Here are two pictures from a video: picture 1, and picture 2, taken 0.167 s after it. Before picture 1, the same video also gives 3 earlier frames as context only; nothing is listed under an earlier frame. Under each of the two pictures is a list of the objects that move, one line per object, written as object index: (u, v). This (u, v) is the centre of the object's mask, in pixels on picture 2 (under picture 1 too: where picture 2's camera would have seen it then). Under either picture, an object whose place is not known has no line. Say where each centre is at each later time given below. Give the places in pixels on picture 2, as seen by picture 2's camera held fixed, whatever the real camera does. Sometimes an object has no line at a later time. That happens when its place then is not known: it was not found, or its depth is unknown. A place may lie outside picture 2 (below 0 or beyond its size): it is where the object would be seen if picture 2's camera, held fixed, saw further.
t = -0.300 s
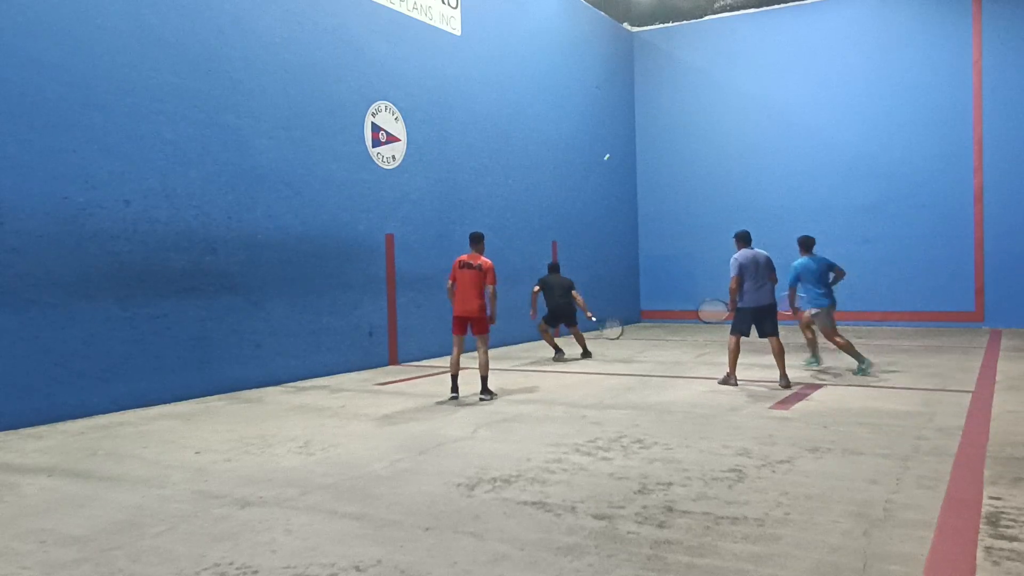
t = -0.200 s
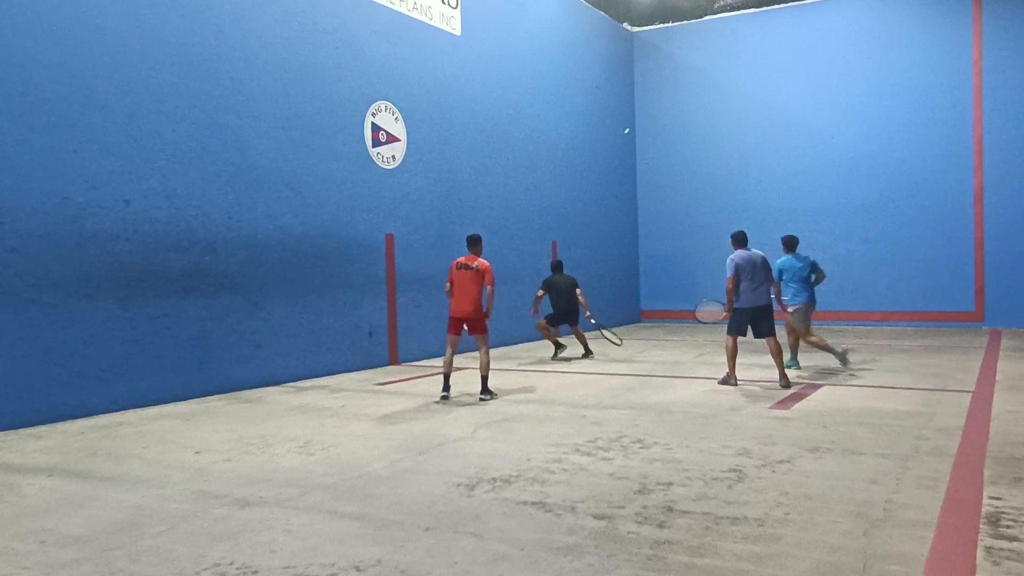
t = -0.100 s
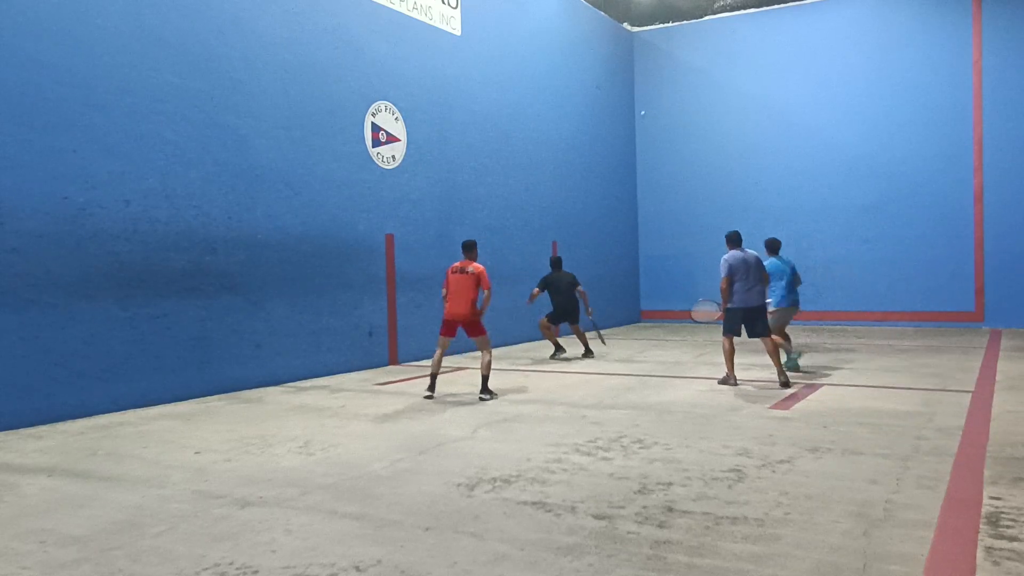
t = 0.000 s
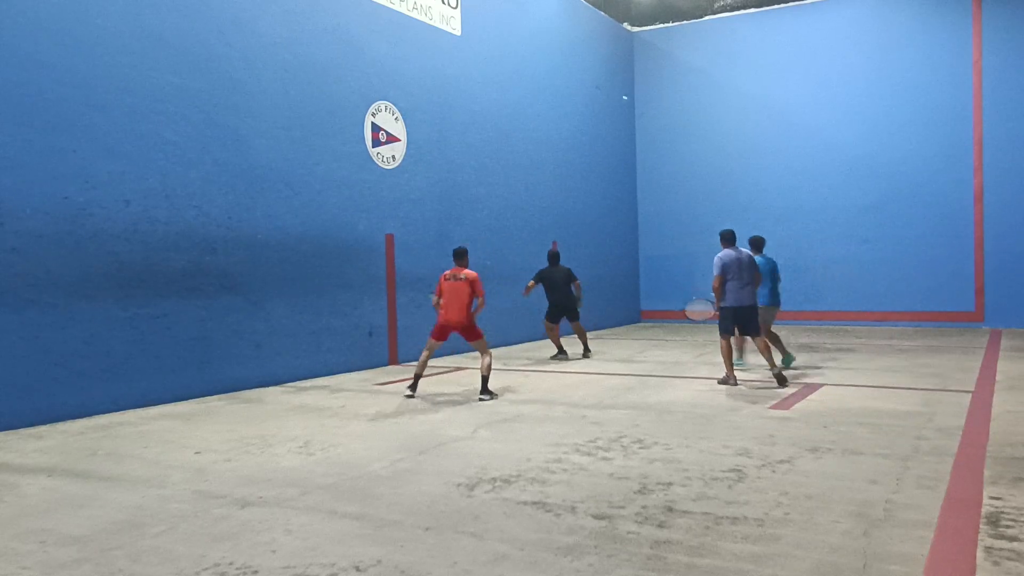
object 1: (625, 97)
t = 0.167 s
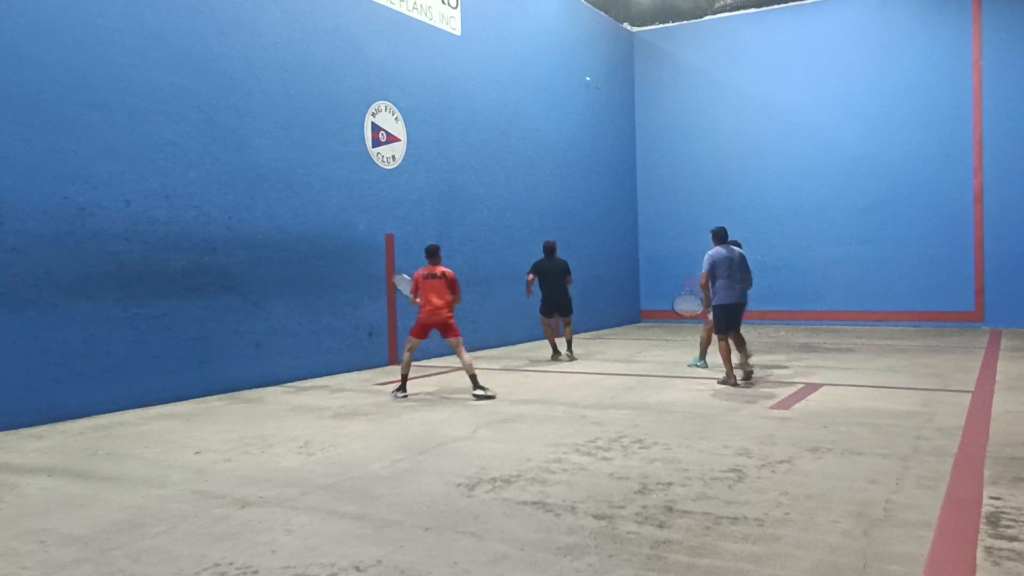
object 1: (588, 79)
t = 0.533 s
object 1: (529, 78)
